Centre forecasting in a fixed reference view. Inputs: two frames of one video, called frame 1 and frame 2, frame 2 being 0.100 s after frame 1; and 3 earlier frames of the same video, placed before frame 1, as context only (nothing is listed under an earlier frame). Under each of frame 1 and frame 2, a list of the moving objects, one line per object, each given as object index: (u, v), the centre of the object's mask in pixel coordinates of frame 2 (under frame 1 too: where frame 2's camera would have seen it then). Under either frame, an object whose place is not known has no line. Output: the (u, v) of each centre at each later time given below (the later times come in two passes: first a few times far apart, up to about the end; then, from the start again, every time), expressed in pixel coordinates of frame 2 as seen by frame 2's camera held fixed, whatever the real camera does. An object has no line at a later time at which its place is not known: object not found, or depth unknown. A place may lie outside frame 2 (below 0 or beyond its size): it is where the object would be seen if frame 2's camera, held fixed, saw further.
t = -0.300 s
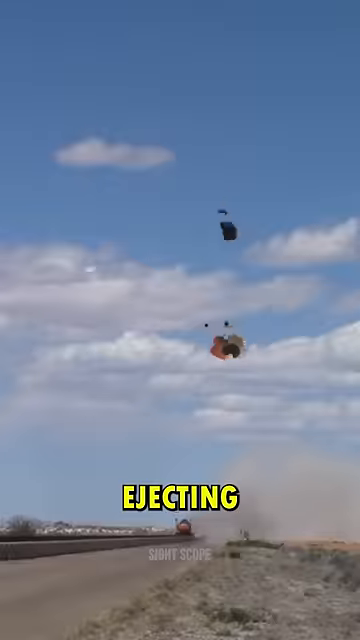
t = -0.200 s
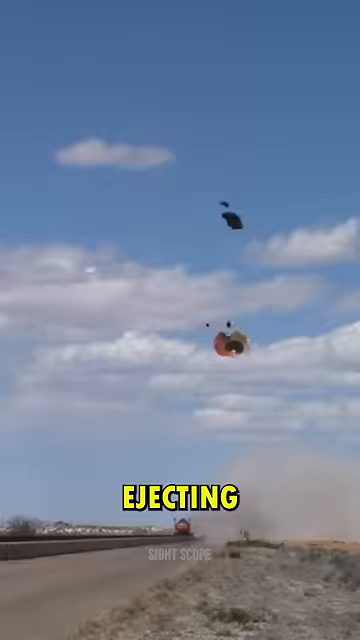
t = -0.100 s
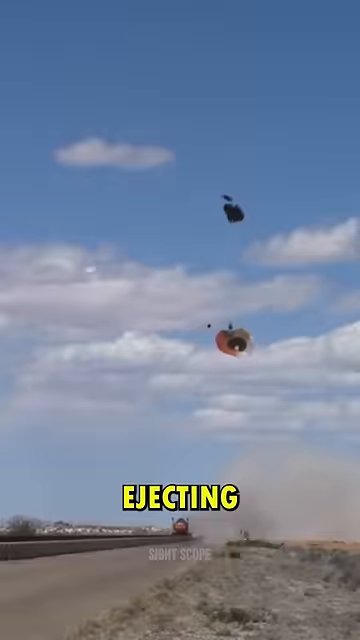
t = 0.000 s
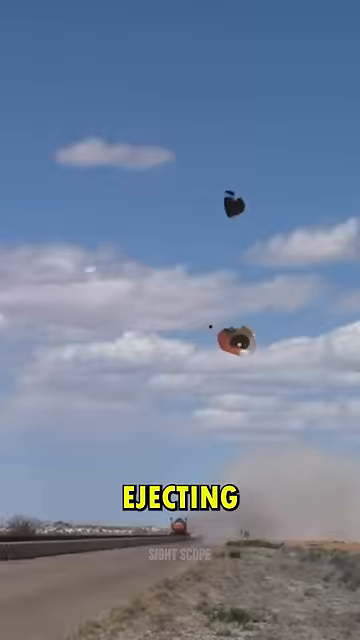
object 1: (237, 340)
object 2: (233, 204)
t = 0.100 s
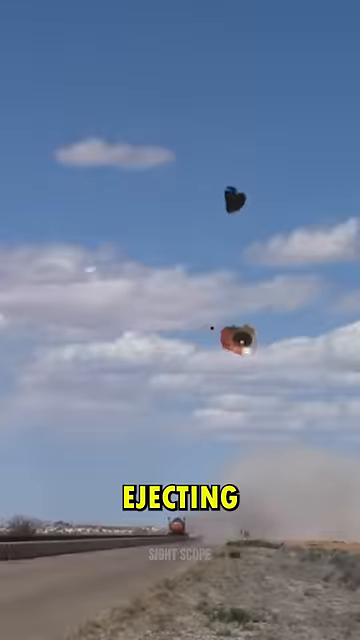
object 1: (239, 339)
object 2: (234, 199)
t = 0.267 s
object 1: (243, 336)
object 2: (235, 191)
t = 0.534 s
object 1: (249, 331)
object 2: (242, 180)
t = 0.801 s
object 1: (255, 328)
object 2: (249, 175)
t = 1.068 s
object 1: (260, 329)
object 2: (258, 167)
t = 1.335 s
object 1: (263, 329)
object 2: (267, 161)
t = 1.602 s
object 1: (267, 333)
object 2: (277, 160)
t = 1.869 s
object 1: (272, 342)
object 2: (287, 164)
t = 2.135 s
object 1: (278, 351)
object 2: (297, 172)
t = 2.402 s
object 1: (283, 360)
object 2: (305, 183)
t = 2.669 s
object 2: (312, 195)
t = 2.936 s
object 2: (319, 207)
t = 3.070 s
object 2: (323, 213)
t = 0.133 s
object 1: (240, 339)
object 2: (234, 197)
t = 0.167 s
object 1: (241, 338)
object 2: (235, 196)
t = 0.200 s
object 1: (242, 338)
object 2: (235, 194)
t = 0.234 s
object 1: (243, 337)
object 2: (235, 193)
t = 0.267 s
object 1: (243, 336)
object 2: (235, 191)
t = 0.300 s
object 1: (244, 335)
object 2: (236, 189)
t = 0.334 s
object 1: (245, 335)
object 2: (236, 188)
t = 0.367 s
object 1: (246, 334)
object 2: (237, 186)
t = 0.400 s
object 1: (247, 334)
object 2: (238, 185)
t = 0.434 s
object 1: (247, 333)
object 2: (239, 183)
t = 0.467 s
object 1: (248, 332)
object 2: (240, 182)
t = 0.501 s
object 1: (249, 331)
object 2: (241, 181)
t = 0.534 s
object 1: (249, 331)
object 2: (242, 180)
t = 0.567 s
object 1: (250, 330)
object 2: (243, 179)
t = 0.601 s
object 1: (251, 330)
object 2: (244, 179)
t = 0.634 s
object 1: (252, 330)
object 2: (244, 178)
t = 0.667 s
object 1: (252, 329)
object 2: (245, 178)
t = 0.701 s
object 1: (253, 329)
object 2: (246, 177)
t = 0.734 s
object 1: (253, 329)
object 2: (246, 177)
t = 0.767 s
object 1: (254, 329)
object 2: (247, 176)
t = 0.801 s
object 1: (255, 328)
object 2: (249, 175)
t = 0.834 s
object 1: (256, 329)
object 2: (249, 174)
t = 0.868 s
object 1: (256, 329)
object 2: (251, 172)
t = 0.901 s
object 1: (257, 329)
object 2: (252, 171)
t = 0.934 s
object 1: (257, 329)
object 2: (253, 171)
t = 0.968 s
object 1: (258, 329)
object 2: (254, 169)
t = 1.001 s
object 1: (258, 329)
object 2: (255, 168)
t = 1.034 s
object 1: (259, 329)
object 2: (257, 167)
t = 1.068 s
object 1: (260, 329)
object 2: (258, 167)
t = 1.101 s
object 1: (260, 329)
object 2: (259, 166)
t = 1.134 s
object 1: (261, 329)
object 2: (259, 165)
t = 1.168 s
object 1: (261, 328)
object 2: (261, 164)
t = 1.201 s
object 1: (262, 329)
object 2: (262, 163)
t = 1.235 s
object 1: (262, 329)
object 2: (263, 162)
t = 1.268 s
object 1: (262, 329)
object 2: (265, 162)
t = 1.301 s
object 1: (263, 329)
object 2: (266, 162)
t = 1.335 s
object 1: (263, 329)
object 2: (267, 161)
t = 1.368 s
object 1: (264, 330)
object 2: (268, 161)
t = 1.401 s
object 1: (264, 330)
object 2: (270, 161)
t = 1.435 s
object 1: (264, 330)
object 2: (271, 160)
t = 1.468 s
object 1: (264, 331)
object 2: (272, 160)
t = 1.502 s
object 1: (265, 331)
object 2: (273, 160)
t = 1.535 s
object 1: (266, 332)
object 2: (274, 160)
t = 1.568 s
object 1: (267, 333)
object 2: (276, 160)
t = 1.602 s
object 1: (267, 333)
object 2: (277, 160)
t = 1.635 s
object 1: (268, 334)
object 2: (278, 160)
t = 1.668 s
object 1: (268, 335)
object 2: (280, 161)
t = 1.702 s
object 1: (269, 336)
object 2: (281, 161)
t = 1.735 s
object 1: (270, 337)
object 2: (282, 162)
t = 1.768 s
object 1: (270, 338)
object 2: (283, 162)
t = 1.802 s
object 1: (271, 340)
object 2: (285, 163)
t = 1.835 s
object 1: (272, 341)
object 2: (286, 163)
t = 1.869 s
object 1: (272, 342)
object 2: (287, 164)
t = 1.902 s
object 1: (273, 343)
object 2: (289, 165)
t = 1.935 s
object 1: (274, 344)
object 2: (290, 166)
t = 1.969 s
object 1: (274, 345)
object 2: (291, 167)
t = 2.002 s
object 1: (275, 346)
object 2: (293, 168)
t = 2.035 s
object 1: (276, 348)
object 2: (294, 169)
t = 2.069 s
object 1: (277, 349)
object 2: (295, 170)
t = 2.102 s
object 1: (277, 350)
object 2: (296, 172)
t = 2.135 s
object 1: (278, 351)
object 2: (297, 172)
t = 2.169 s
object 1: (279, 353)
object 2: (298, 174)
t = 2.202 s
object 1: (279, 354)
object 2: (299, 175)
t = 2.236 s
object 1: (280, 355)
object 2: (300, 176)
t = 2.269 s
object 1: (281, 356)
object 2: (301, 177)
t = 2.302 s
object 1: (281, 357)
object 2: (302, 179)
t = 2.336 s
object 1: (282, 358)
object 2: (302, 180)
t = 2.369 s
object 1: (282, 359)
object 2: (303, 182)
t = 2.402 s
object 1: (283, 360)
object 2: (305, 183)
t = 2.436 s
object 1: (284, 361)
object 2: (306, 184)
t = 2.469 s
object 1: (285, 362)
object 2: (307, 186)
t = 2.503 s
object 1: (285, 363)
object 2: (307, 187)
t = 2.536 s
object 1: (286, 364)
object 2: (308, 189)
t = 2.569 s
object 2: (309, 190)
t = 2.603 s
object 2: (310, 191)
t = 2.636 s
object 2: (311, 193)
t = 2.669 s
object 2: (312, 195)
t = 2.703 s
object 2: (313, 196)
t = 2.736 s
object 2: (314, 198)
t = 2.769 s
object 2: (314, 199)
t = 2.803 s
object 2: (315, 200)
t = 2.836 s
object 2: (316, 202)
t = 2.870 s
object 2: (317, 203)
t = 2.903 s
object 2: (318, 205)
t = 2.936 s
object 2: (319, 207)
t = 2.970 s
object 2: (320, 209)
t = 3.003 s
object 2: (321, 210)
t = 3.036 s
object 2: (322, 211)
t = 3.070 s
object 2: (323, 213)
